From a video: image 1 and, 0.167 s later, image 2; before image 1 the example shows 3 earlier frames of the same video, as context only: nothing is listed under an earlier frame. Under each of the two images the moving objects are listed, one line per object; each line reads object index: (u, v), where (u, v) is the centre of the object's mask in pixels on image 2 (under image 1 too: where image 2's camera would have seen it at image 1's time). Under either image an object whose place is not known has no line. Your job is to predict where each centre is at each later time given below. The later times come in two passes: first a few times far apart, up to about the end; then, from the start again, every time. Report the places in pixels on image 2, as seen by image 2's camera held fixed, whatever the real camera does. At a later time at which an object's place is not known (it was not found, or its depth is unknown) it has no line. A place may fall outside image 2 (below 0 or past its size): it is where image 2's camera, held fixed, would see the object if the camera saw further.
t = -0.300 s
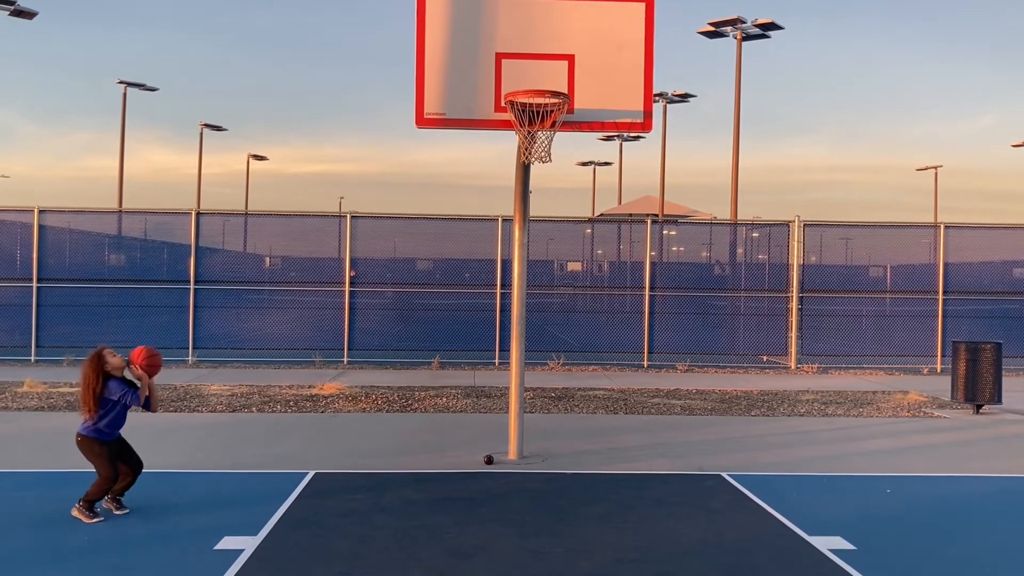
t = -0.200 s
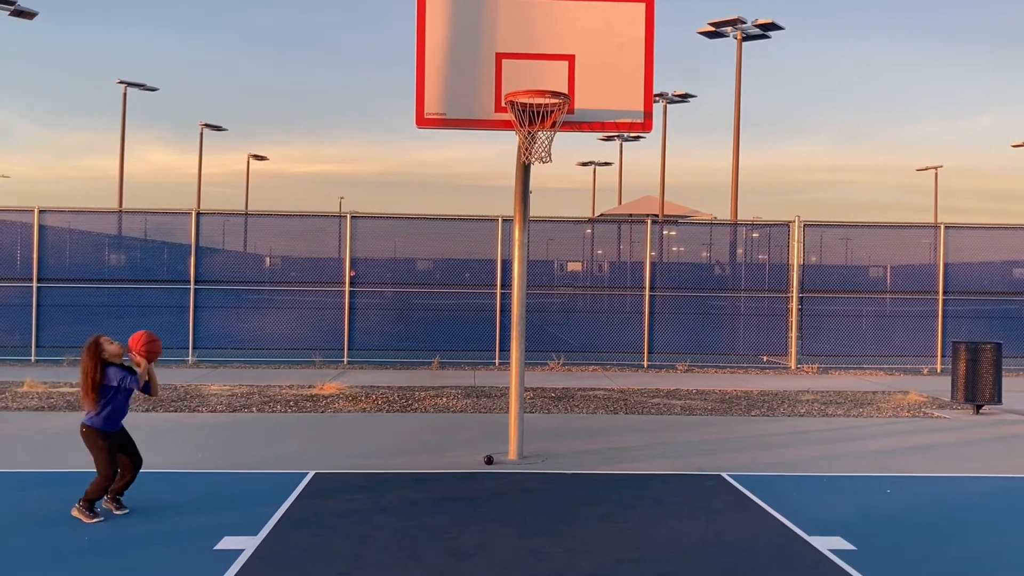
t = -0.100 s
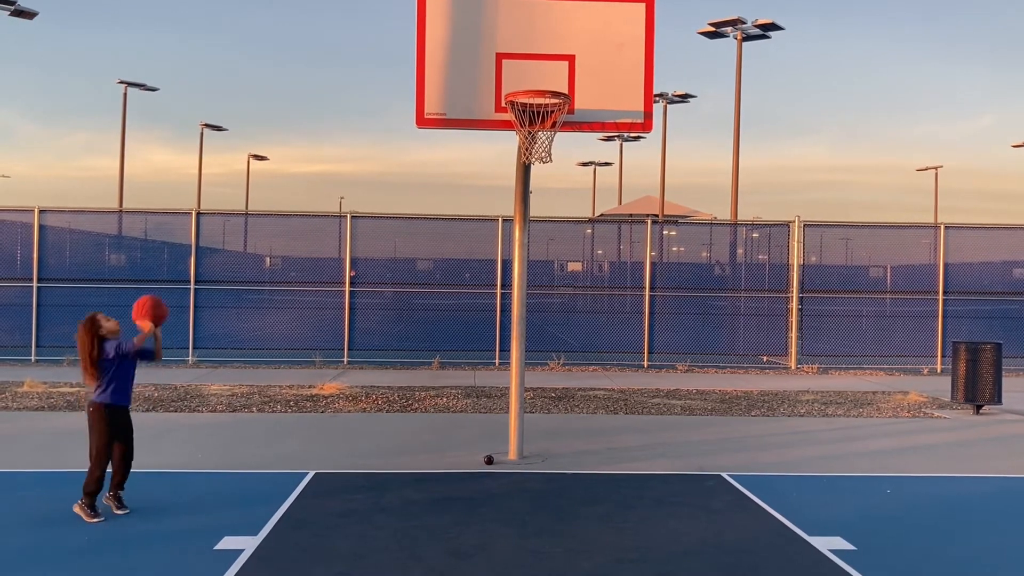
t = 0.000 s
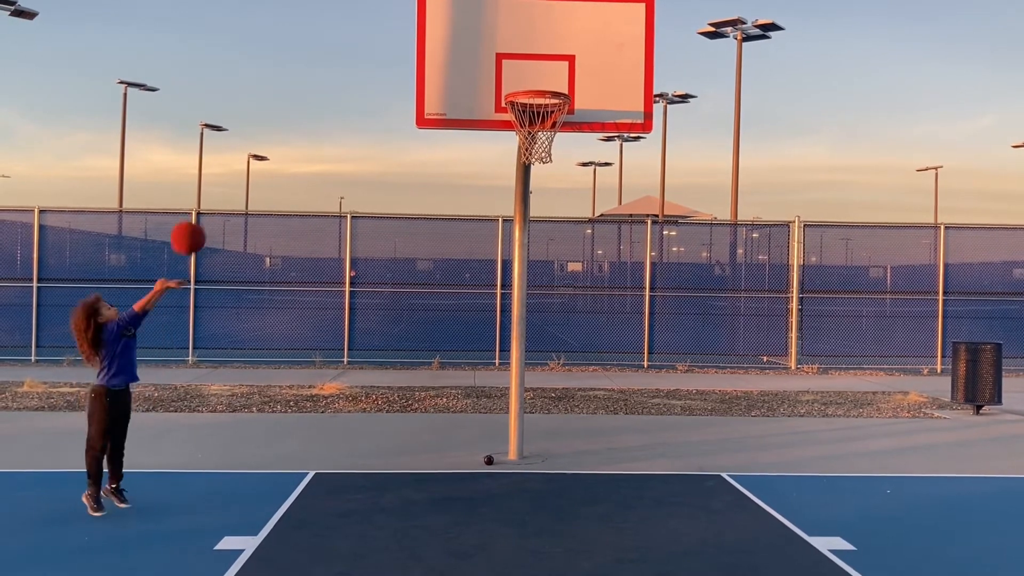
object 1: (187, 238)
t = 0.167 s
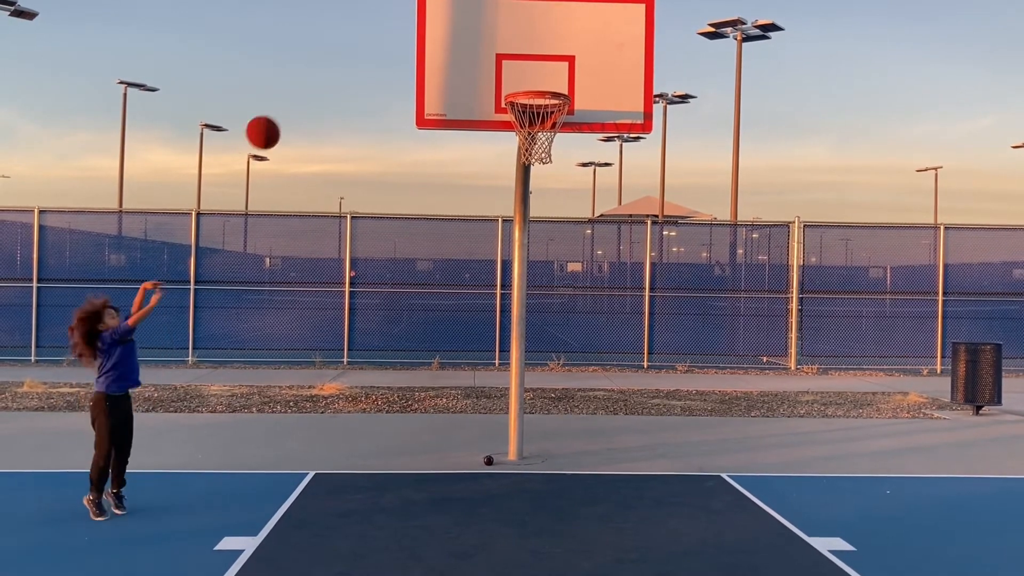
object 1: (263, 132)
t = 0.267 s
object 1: (307, 88)
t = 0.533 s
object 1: (421, 39)
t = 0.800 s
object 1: (530, 81)
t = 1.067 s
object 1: (543, 171)
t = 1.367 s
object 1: (522, 317)
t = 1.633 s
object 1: (502, 454)
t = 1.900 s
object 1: (468, 338)
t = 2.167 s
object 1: (432, 315)
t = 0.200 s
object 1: (278, 116)
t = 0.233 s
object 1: (292, 101)
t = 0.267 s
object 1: (307, 88)
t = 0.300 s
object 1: (322, 77)
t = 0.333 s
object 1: (336, 67)
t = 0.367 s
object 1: (350, 58)
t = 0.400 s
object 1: (365, 51)
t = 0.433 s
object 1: (379, 46)
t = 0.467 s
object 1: (393, 42)
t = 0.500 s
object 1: (407, 40)
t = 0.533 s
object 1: (421, 39)
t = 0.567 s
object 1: (435, 40)
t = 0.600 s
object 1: (448, 42)
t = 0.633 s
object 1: (462, 45)
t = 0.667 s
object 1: (476, 51)
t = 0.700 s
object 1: (489, 57)
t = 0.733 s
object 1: (503, 65)
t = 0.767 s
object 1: (517, 75)
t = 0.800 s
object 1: (530, 81)
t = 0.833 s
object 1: (540, 106)
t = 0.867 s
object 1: (550, 113)
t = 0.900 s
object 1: (553, 123)
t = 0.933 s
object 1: (553, 136)
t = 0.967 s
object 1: (550, 141)
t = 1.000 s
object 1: (550, 157)
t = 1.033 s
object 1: (546, 161)
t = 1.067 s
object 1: (543, 171)
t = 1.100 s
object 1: (541, 182)
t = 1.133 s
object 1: (538, 194)
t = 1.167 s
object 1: (537, 209)
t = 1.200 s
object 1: (534, 224)
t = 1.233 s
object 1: (532, 240)
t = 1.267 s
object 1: (529, 257)
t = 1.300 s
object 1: (527, 275)
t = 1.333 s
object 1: (525, 296)
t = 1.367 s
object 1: (522, 317)
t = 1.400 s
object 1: (520, 338)
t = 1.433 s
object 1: (518, 362)
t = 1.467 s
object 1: (516, 385)
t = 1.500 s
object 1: (514, 411)
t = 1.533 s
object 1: (511, 437)
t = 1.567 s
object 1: (510, 465)
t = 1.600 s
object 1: (507, 475)
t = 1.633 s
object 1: (502, 454)
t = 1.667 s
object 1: (497, 434)
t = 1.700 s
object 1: (493, 416)
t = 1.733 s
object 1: (489, 400)
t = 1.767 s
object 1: (485, 385)
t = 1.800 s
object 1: (480, 371)
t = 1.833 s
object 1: (476, 359)
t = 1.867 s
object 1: (472, 348)
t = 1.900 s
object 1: (468, 338)
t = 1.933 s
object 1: (463, 331)
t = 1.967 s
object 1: (459, 325)
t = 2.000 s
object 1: (454, 319)
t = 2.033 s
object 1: (450, 316)
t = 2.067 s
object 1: (446, 314)
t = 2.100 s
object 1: (441, 313)
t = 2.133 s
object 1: (437, 313)
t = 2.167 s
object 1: (432, 315)
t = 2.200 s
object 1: (429, 317)
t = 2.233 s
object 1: (425, 320)
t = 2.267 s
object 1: (420, 326)
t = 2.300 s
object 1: (416, 333)
